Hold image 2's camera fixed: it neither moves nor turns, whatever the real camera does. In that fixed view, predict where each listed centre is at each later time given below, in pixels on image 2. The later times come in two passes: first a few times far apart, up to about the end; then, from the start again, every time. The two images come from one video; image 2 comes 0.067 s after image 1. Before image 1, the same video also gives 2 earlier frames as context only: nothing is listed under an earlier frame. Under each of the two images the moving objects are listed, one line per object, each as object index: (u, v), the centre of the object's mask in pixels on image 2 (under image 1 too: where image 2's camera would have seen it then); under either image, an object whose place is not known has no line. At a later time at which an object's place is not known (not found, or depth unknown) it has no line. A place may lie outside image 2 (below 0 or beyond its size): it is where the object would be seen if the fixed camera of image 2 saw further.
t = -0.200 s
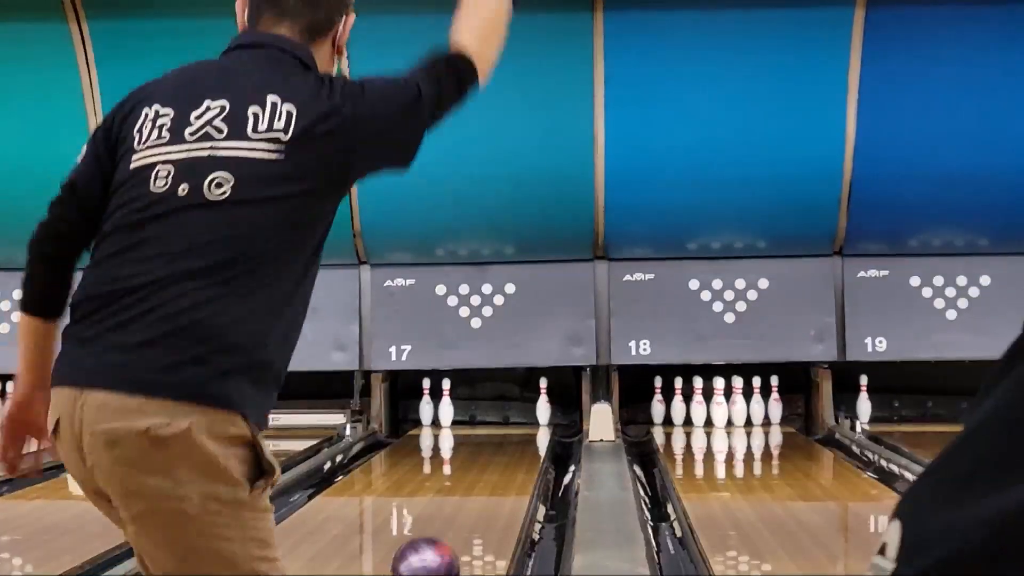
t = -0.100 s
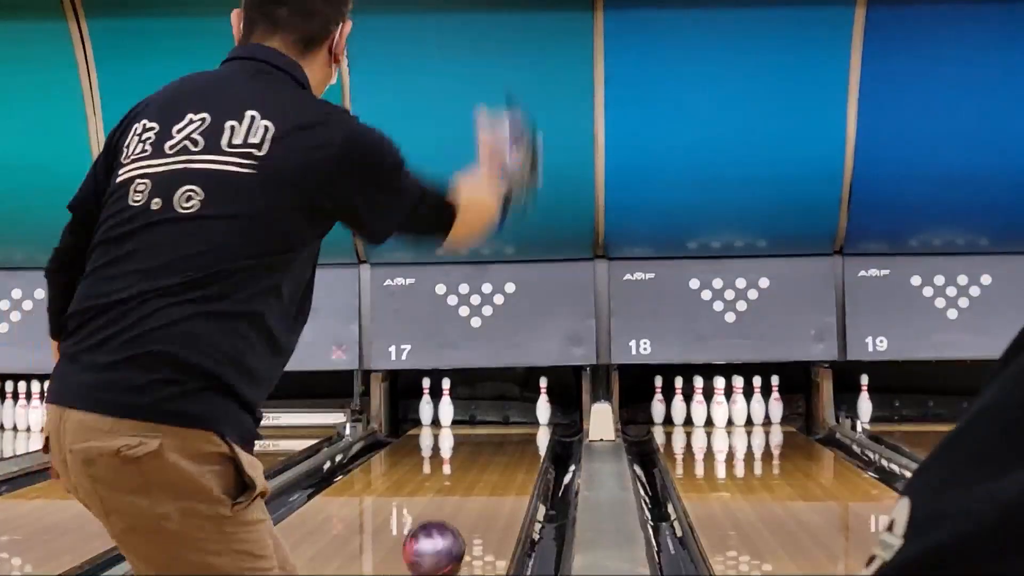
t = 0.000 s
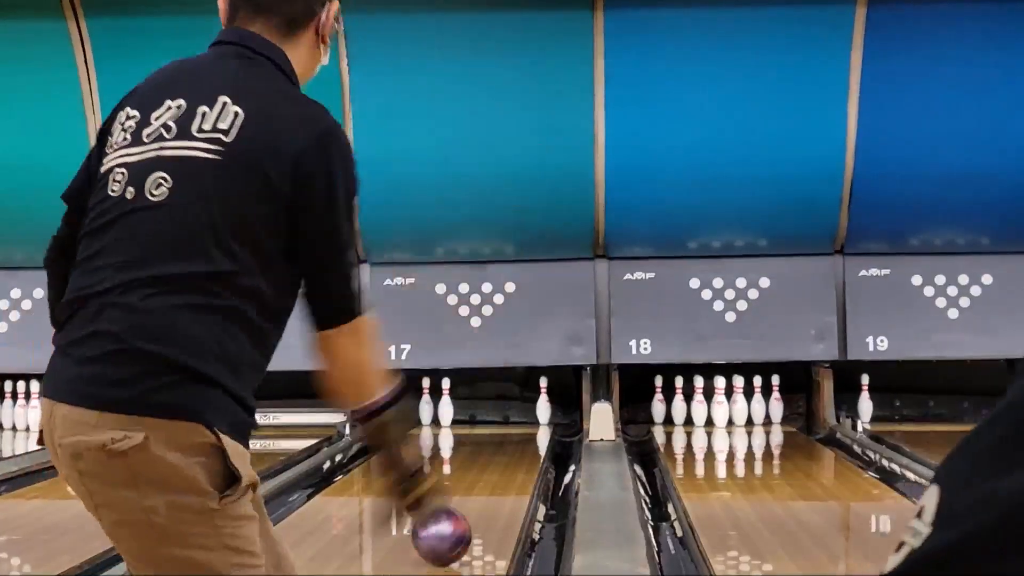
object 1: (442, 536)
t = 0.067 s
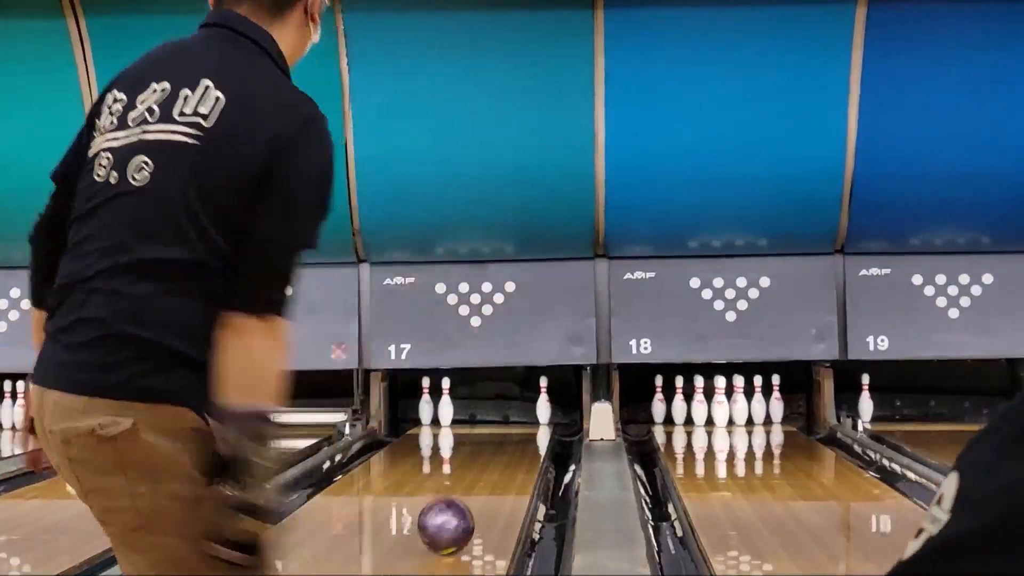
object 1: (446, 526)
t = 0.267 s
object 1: (456, 501)
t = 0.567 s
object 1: (465, 472)
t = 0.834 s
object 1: (469, 456)
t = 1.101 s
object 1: (472, 439)
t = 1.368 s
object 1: (472, 427)
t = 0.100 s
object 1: (447, 521)
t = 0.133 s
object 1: (449, 516)
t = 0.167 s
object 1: (451, 512)
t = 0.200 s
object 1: (453, 508)
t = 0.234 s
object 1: (454, 505)
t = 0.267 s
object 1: (456, 501)
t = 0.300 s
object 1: (457, 498)
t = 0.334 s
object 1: (458, 494)
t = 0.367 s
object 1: (460, 490)
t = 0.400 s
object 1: (461, 487)
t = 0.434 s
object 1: (462, 484)
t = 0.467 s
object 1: (463, 481)
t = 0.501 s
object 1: (464, 478)
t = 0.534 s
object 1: (465, 475)
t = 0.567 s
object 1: (465, 472)
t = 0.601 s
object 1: (466, 470)
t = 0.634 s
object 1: (467, 467)
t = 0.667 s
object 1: (468, 464)
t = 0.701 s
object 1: (468, 462)
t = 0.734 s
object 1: (469, 460)
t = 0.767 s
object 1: (469, 459)
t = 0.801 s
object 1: (470, 456)
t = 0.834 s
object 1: (469, 456)
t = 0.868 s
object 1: (469, 453)
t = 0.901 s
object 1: (470, 450)
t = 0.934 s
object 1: (471, 448)
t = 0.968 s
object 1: (472, 446)
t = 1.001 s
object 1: (472, 444)
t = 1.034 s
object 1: (472, 443)
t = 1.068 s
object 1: (473, 440)
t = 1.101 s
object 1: (472, 439)
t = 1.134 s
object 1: (473, 438)
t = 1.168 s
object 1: (473, 436)
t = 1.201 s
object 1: (473, 434)
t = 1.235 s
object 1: (473, 432)
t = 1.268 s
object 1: (473, 431)
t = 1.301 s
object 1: (473, 430)
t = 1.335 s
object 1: (472, 429)
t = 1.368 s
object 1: (472, 427)
